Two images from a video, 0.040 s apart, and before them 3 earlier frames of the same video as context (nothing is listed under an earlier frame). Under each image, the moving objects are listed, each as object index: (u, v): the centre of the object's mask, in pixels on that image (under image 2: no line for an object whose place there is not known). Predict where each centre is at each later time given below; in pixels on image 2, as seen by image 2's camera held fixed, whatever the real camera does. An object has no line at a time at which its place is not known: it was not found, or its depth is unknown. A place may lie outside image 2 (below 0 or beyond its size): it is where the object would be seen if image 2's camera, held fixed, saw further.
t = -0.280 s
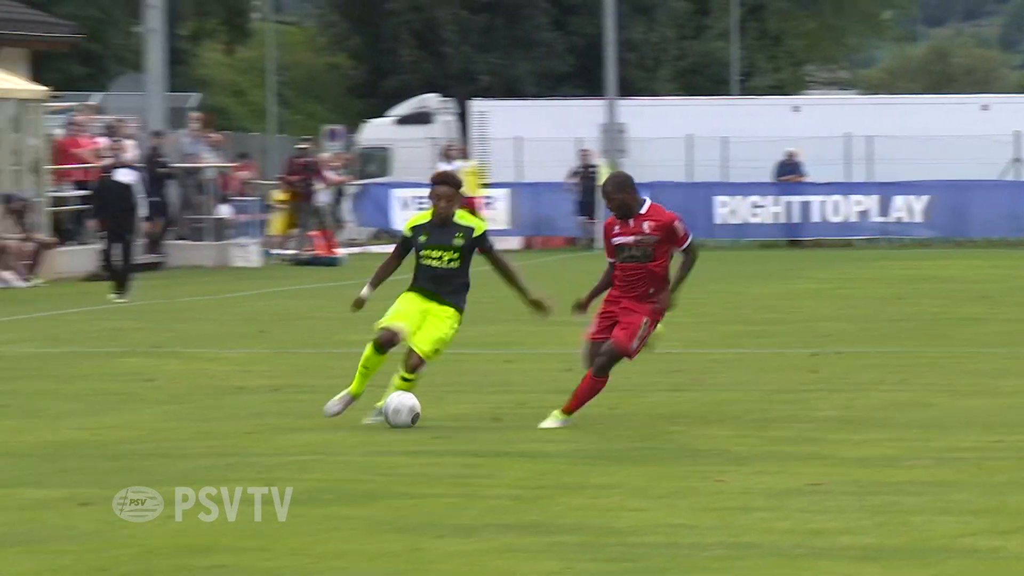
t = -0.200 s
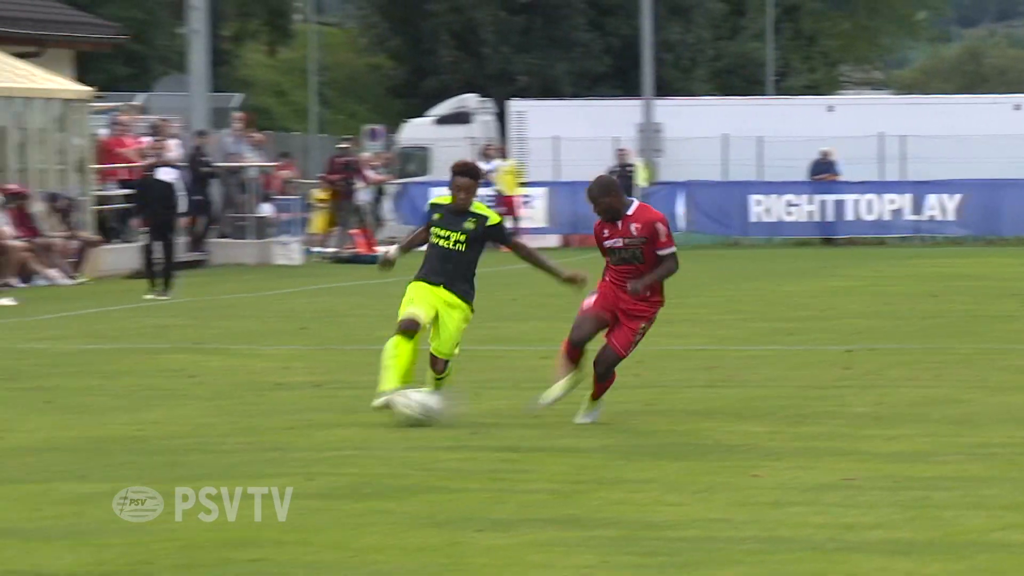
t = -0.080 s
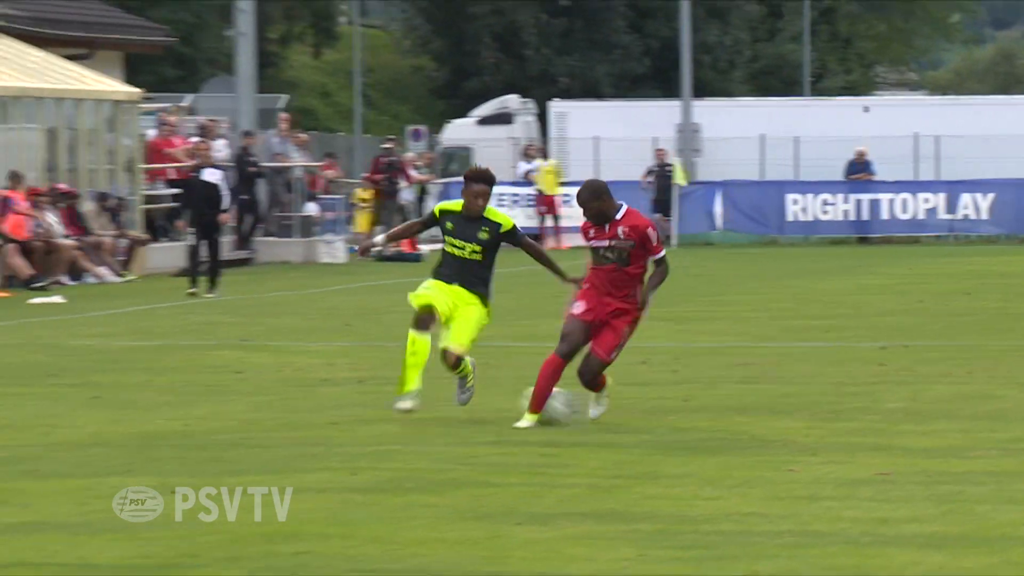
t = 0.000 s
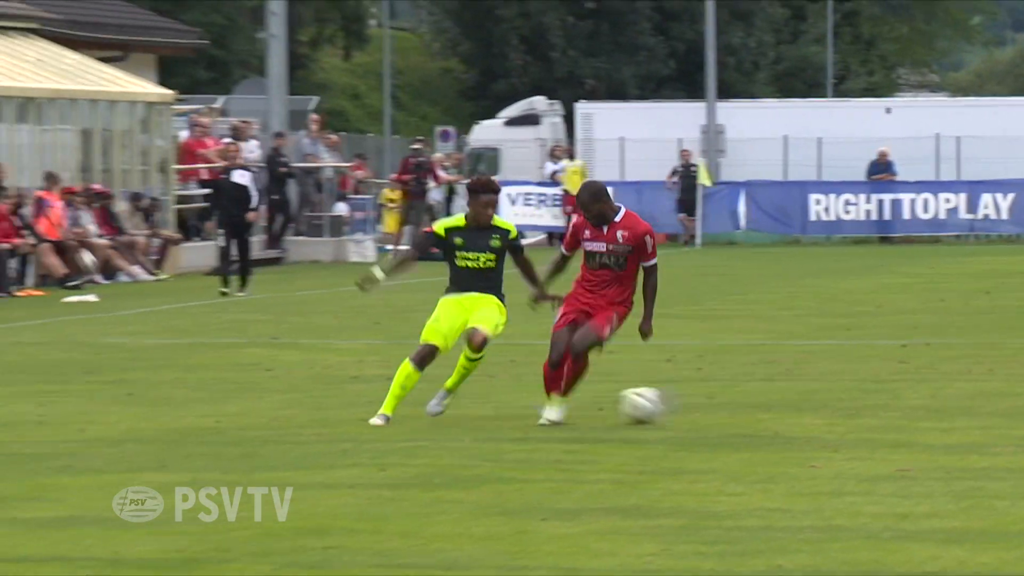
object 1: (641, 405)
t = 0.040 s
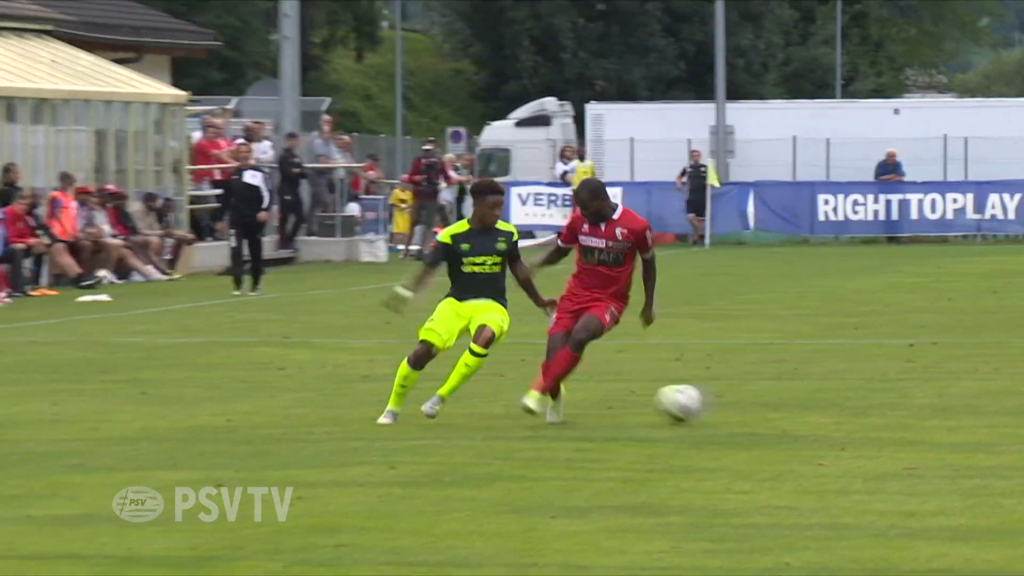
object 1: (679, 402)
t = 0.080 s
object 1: (710, 404)
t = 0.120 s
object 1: (739, 408)
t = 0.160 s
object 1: (768, 413)
